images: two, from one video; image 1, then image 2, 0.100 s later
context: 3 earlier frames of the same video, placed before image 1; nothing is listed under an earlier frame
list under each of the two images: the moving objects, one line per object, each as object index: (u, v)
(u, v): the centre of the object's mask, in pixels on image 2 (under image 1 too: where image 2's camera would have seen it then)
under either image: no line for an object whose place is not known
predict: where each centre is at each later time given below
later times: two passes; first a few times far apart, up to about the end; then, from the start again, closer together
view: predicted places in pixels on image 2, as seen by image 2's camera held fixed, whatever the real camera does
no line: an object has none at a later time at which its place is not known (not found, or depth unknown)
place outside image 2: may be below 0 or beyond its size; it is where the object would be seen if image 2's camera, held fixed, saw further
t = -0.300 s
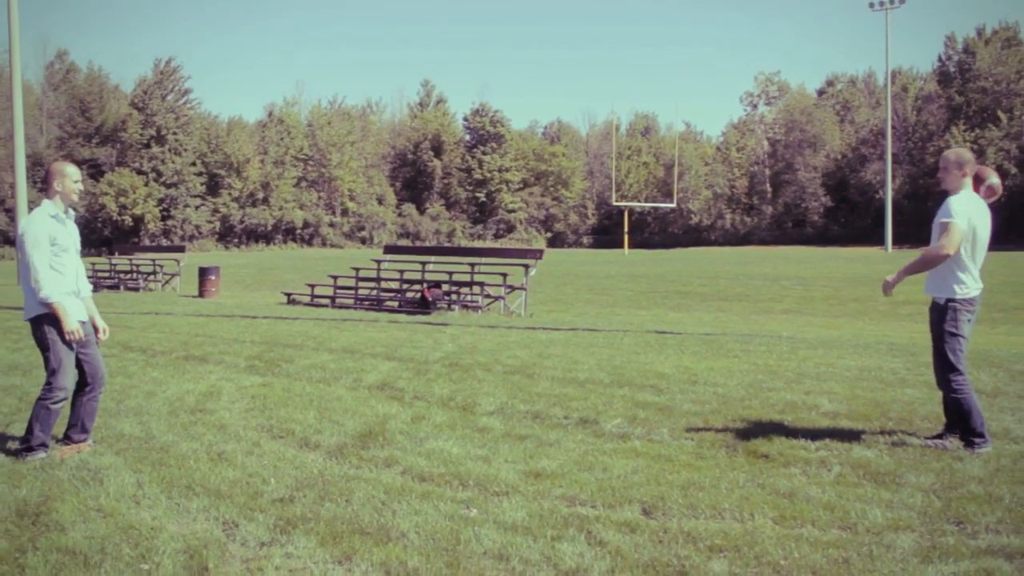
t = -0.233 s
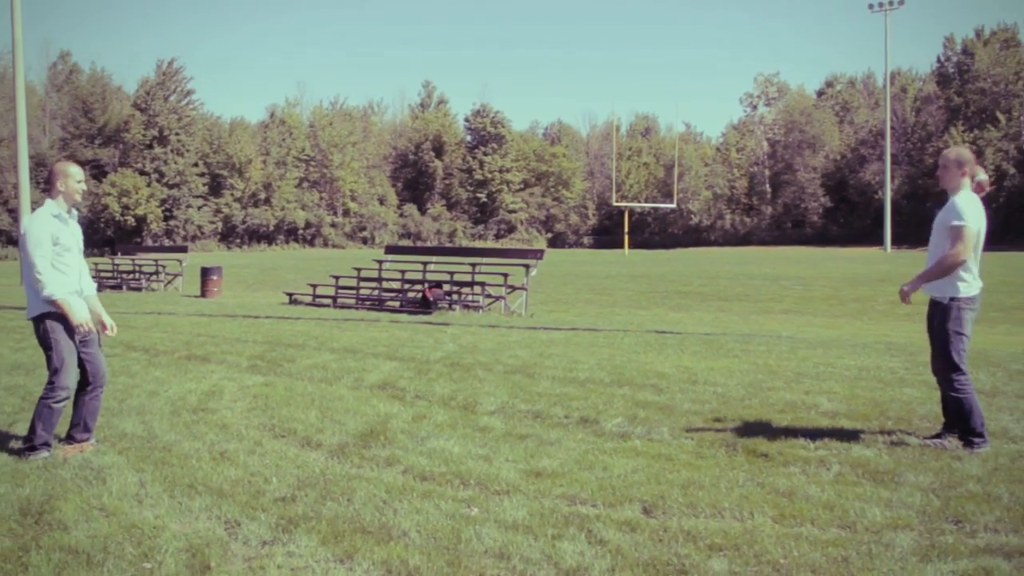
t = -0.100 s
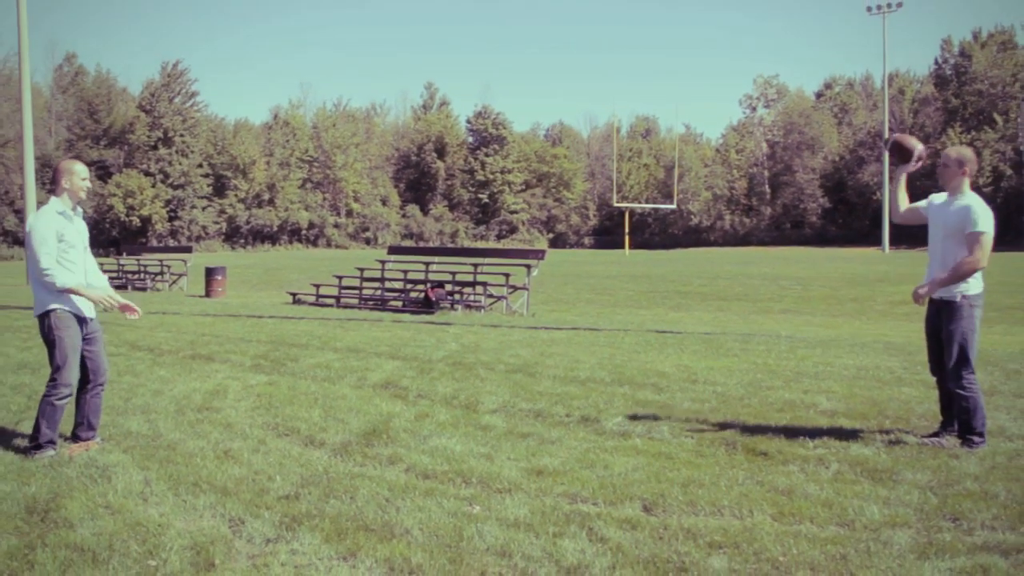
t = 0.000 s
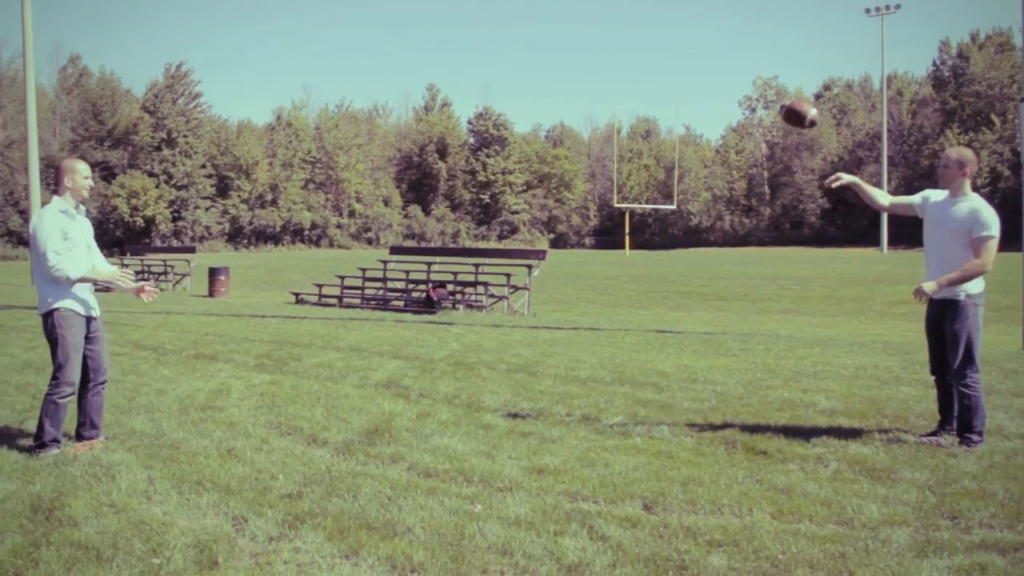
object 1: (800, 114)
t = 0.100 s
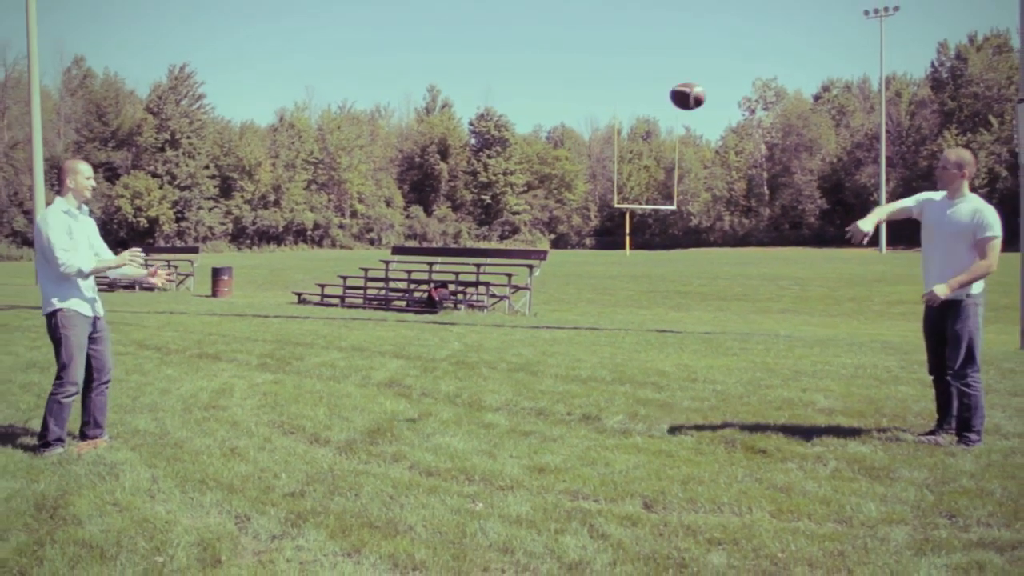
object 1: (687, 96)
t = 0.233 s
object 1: (536, 94)
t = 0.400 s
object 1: (351, 132)
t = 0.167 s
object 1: (612, 92)
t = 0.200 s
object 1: (574, 93)
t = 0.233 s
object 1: (536, 94)
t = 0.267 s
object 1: (499, 98)
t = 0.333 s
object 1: (425, 111)
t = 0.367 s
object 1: (387, 120)
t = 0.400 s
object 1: (351, 132)
